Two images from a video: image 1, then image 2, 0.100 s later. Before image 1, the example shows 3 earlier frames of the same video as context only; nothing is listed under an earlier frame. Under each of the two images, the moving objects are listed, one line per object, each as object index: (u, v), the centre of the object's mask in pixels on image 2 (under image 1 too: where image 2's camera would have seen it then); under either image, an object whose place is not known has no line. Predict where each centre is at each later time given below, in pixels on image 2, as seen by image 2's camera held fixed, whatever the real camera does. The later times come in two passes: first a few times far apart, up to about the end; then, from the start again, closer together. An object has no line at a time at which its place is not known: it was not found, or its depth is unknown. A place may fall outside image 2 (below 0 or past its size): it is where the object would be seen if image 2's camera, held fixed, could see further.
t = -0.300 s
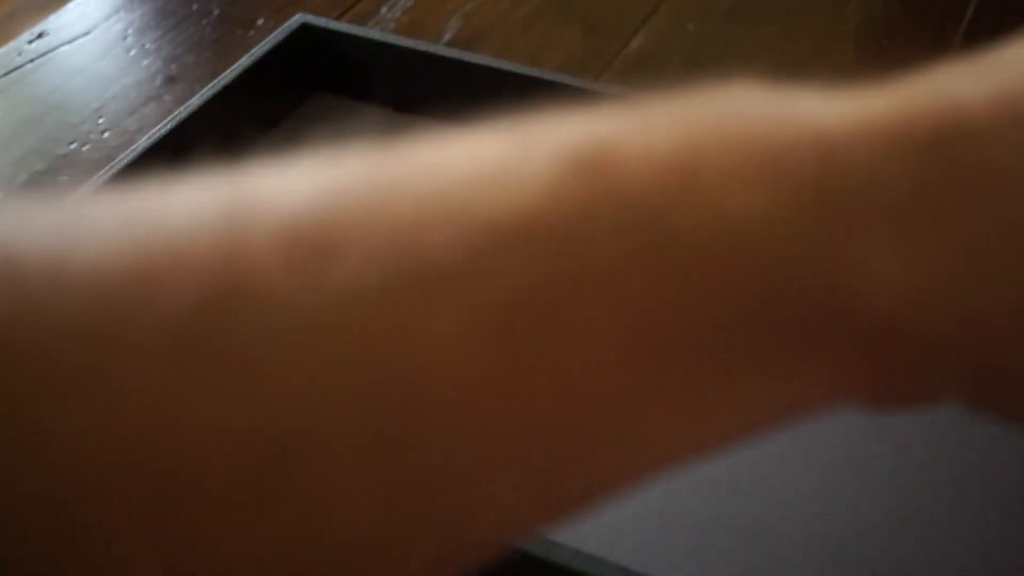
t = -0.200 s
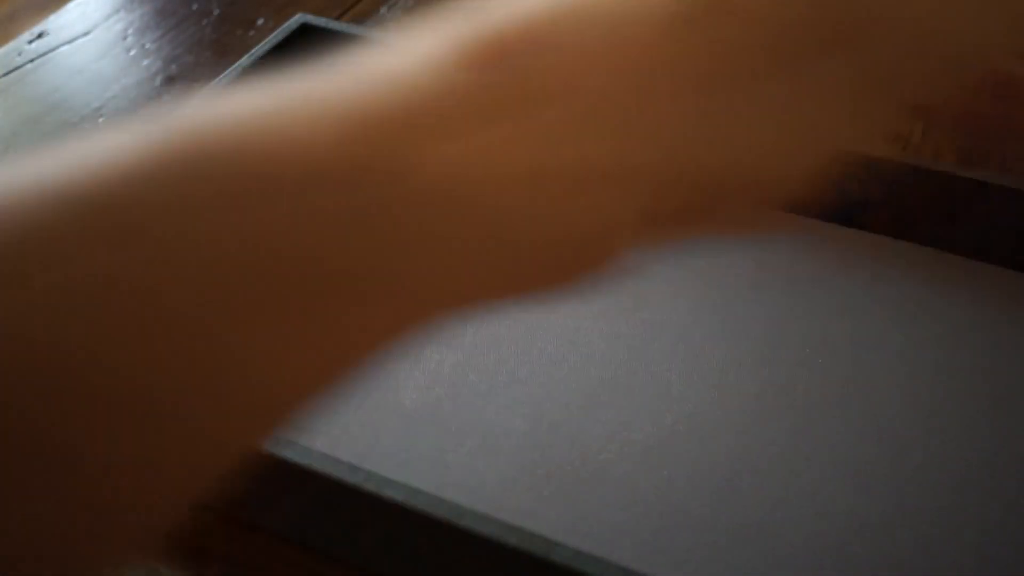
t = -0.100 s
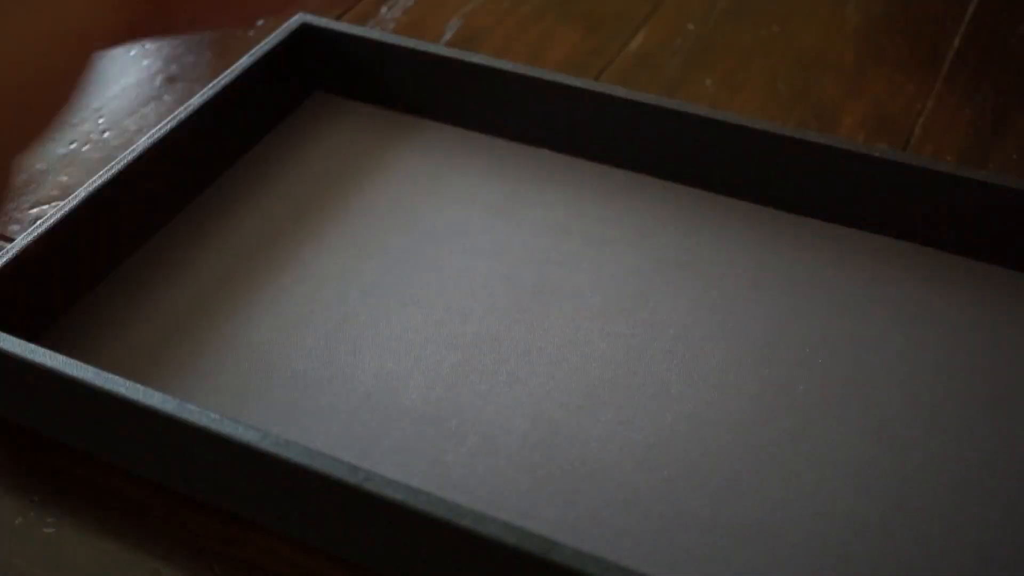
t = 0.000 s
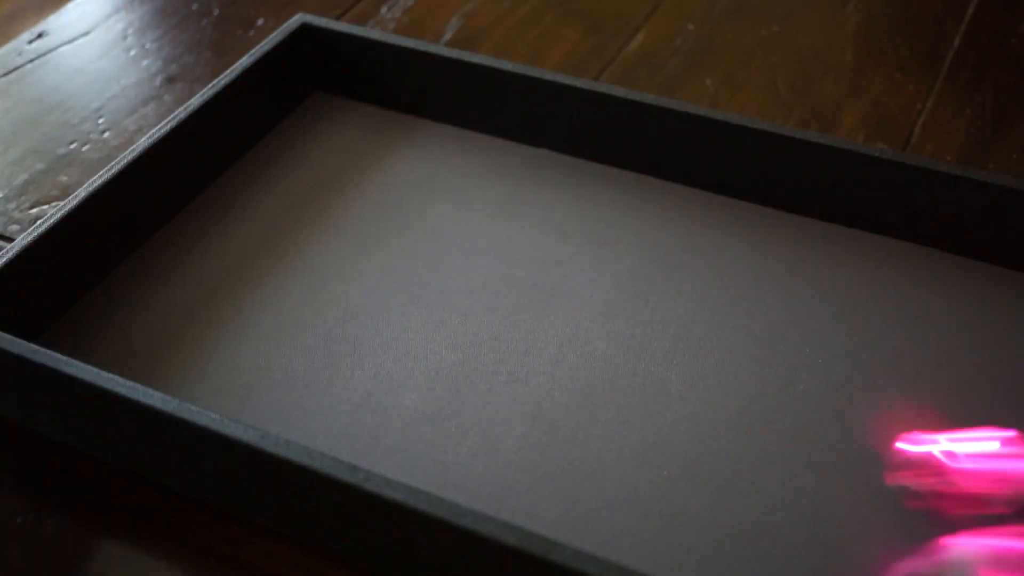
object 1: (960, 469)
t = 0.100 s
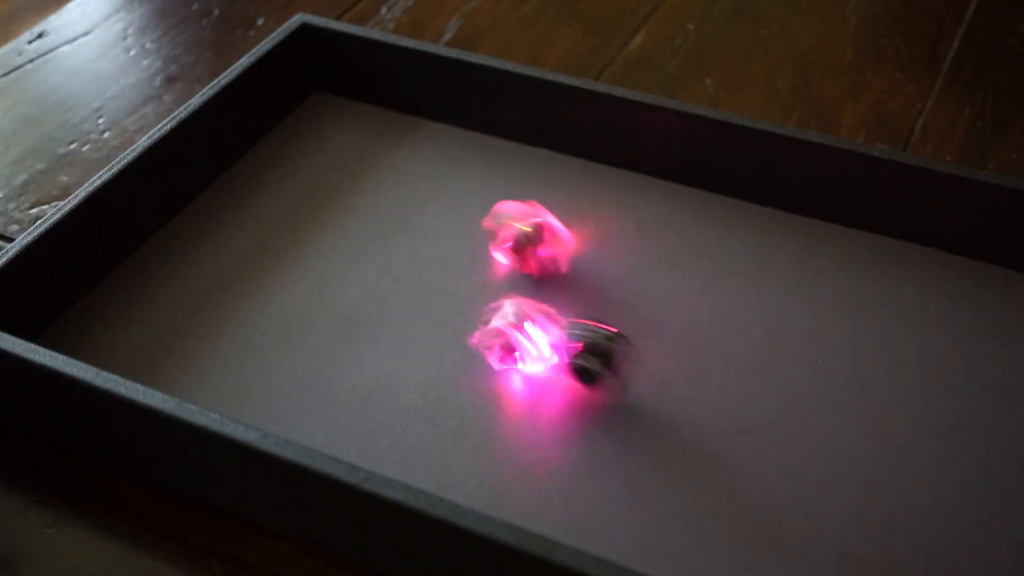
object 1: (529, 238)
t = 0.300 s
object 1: (368, 123)
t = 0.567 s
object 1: (367, 142)
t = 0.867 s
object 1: (366, 143)
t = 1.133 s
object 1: (368, 143)
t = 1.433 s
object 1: (368, 143)
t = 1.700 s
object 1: (368, 143)
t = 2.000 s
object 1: (368, 143)
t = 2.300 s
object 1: (367, 142)
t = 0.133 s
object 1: (419, 158)
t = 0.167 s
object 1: (352, 97)
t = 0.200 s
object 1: (326, 76)
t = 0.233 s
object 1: (356, 87)
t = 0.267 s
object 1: (371, 109)
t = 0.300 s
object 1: (368, 123)
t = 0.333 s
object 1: (357, 137)
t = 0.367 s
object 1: (360, 142)
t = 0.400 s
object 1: (366, 143)
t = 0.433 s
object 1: (367, 143)
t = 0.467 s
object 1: (367, 143)
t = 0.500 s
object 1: (367, 142)
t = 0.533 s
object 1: (367, 142)
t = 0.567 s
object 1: (367, 142)
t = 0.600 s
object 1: (367, 142)
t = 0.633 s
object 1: (367, 142)
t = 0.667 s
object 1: (367, 142)
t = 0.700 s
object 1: (367, 143)
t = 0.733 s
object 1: (367, 143)
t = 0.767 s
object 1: (367, 143)
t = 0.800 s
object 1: (367, 142)
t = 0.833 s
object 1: (366, 143)
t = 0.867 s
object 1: (366, 143)
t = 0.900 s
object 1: (366, 143)
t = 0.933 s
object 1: (368, 143)
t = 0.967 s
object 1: (368, 143)
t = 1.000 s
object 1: (367, 142)
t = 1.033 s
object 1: (367, 142)
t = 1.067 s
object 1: (367, 142)
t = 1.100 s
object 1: (368, 143)
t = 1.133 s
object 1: (368, 143)
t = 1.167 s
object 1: (368, 143)
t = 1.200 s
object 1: (368, 143)
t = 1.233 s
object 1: (368, 143)
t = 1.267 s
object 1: (368, 143)
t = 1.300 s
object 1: (368, 143)
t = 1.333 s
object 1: (368, 143)
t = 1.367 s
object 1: (368, 143)
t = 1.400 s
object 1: (368, 143)
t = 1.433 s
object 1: (368, 143)
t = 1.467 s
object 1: (368, 143)
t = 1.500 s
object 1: (368, 143)
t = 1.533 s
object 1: (368, 143)
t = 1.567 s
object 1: (368, 143)
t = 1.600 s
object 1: (368, 143)
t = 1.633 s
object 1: (368, 143)
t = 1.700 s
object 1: (368, 143)
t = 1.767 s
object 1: (368, 143)
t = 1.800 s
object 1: (368, 143)
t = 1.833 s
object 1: (367, 143)
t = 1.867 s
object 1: (367, 143)
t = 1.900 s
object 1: (367, 142)
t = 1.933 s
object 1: (367, 143)
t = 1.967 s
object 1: (368, 143)
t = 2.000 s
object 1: (368, 143)
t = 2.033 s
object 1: (367, 142)
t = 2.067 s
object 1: (367, 142)
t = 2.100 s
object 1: (367, 143)
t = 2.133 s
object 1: (367, 142)
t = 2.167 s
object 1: (367, 143)
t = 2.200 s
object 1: (367, 142)
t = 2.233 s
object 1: (367, 143)
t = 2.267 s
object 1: (367, 142)
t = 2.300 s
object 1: (367, 142)
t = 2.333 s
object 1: (367, 142)
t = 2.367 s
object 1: (367, 142)
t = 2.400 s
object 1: (367, 142)
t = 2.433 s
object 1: (367, 142)
